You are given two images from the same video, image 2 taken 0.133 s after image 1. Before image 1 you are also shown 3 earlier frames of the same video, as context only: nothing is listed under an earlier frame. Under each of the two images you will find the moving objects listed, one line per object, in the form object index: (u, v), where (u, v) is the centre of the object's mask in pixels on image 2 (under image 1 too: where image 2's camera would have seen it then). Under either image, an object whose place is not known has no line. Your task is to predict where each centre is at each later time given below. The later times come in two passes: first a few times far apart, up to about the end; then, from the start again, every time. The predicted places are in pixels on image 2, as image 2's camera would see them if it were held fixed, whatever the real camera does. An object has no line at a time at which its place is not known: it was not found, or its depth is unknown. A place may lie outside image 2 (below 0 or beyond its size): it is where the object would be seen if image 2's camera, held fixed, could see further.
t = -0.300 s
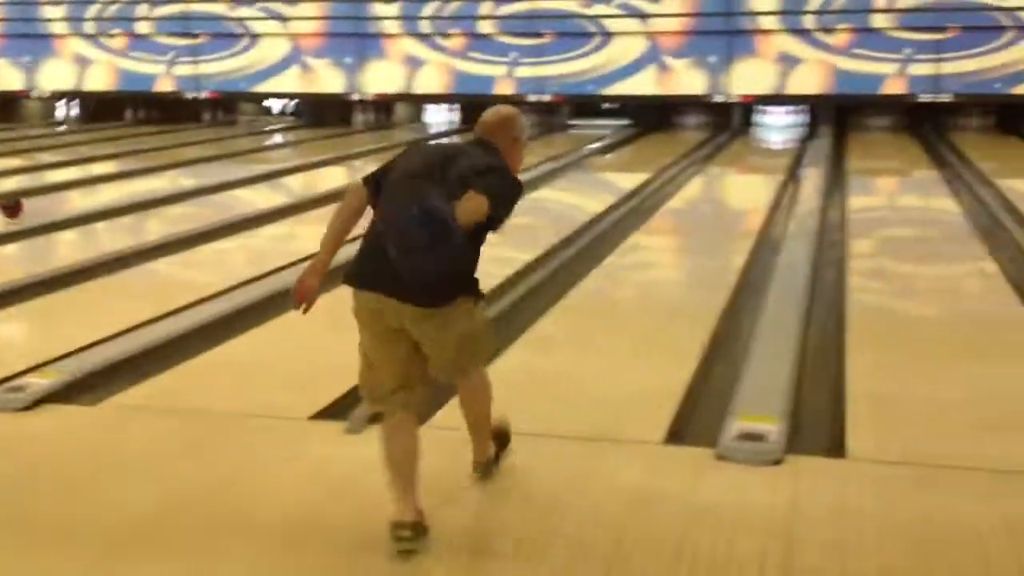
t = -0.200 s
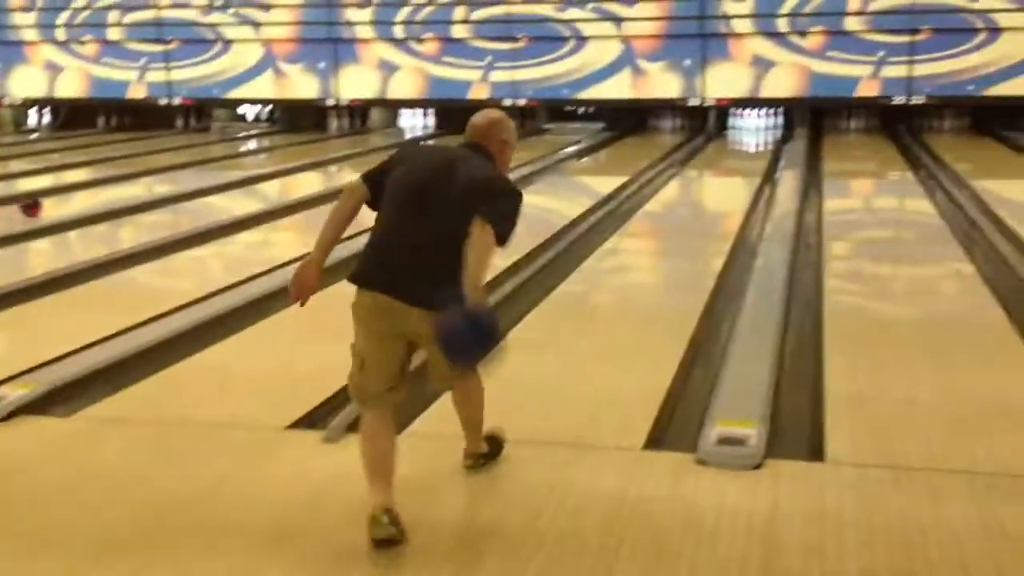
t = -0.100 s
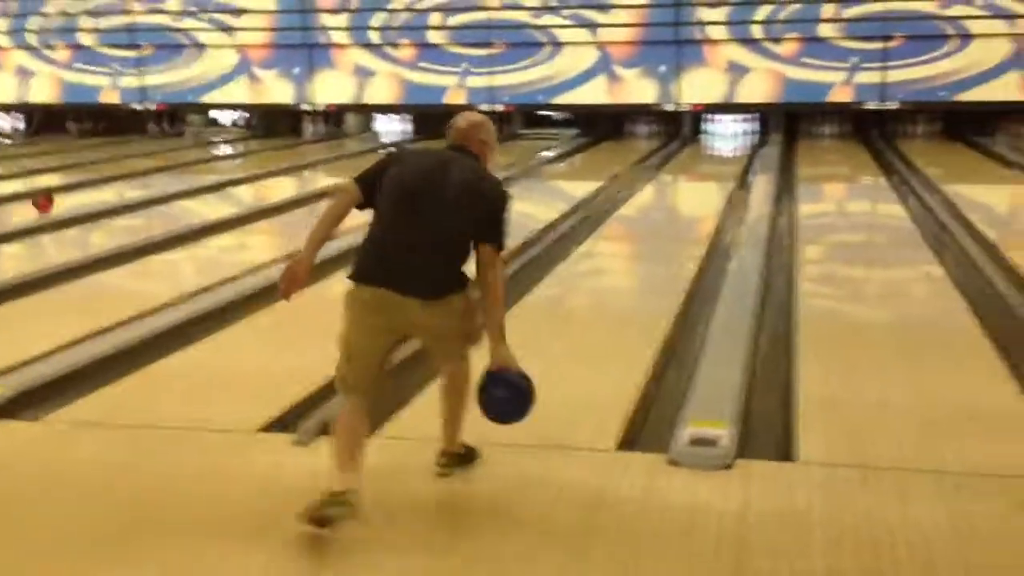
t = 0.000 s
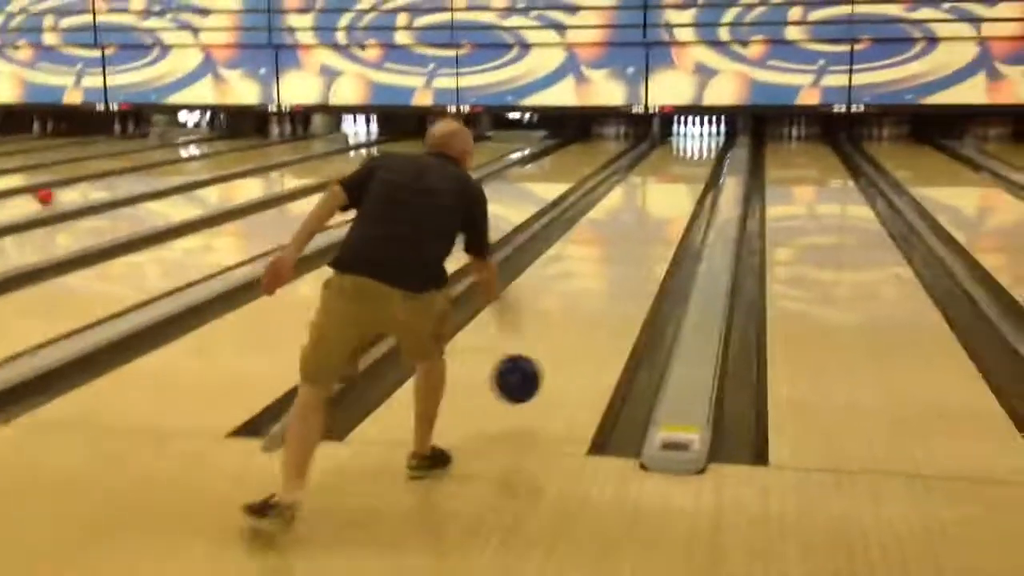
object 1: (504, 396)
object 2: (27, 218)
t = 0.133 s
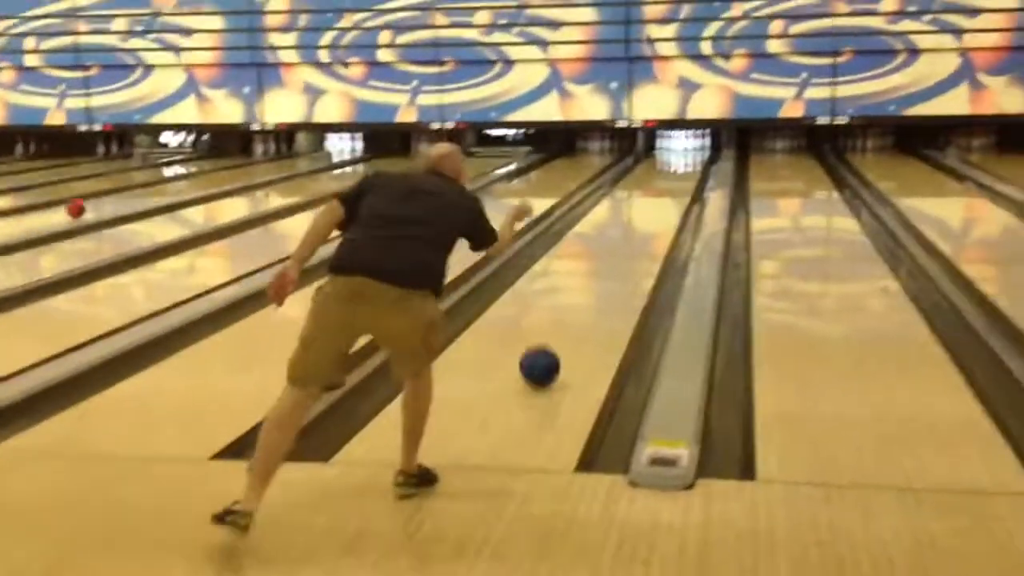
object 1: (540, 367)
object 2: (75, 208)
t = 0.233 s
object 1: (559, 333)
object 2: (105, 202)
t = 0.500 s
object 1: (594, 270)
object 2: (176, 189)
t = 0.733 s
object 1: (614, 235)
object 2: (224, 178)
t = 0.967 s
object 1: (628, 210)
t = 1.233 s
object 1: (639, 189)
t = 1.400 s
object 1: (645, 178)
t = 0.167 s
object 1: (546, 355)
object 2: (86, 206)
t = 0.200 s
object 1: (553, 344)
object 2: (96, 204)
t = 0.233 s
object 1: (559, 333)
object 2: (105, 202)
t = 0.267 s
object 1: (564, 323)
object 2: (115, 199)
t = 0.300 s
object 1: (570, 314)
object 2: (124, 197)
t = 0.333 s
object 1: (574, 306)
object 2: (134, 196)
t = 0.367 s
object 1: (579, 298)
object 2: (143, 194)
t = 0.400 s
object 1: (583, 290)
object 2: (151, 192)
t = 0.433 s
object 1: (587, 283)
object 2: (161, 191)
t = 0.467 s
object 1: (591, 277)
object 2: (169, 190)
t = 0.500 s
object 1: (594, 270)
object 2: (176, 189)
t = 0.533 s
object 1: (597, 264)
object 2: (184, 187)
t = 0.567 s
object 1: (600, 258)
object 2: (191, 185)
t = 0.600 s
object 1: (603, 254)
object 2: (197, 183)
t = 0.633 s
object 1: (607, 249)
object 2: (205, 183)
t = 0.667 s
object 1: (609, 244)
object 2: (213, 181)
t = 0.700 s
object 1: (611, 239)
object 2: (219, 179)
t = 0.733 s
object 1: (614, 235)
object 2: (224, 178)
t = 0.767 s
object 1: (616, 230)
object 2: (231, 176)
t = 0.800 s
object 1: (619, 227)
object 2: (237, 177)
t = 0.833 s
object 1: (620, 223)
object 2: (243, 175)
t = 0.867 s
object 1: (623, 220)
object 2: (250, 172)
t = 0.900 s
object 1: (625, 216)
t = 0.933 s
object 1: (626, 213)
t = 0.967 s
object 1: (628, 210)
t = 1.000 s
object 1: (629, 207)
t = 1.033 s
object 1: (631, 204)
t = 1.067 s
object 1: (633, 201)
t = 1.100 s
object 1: (634, 198)
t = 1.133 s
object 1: (636, 196)
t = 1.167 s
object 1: (637, 194)
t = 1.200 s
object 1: (638, 191)
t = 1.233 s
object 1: (639, 189)
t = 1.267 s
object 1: (641, 187)
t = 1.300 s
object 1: (642, 185)
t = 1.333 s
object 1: (643, 183)
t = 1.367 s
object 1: (643, 181)
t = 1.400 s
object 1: (645, 178)
